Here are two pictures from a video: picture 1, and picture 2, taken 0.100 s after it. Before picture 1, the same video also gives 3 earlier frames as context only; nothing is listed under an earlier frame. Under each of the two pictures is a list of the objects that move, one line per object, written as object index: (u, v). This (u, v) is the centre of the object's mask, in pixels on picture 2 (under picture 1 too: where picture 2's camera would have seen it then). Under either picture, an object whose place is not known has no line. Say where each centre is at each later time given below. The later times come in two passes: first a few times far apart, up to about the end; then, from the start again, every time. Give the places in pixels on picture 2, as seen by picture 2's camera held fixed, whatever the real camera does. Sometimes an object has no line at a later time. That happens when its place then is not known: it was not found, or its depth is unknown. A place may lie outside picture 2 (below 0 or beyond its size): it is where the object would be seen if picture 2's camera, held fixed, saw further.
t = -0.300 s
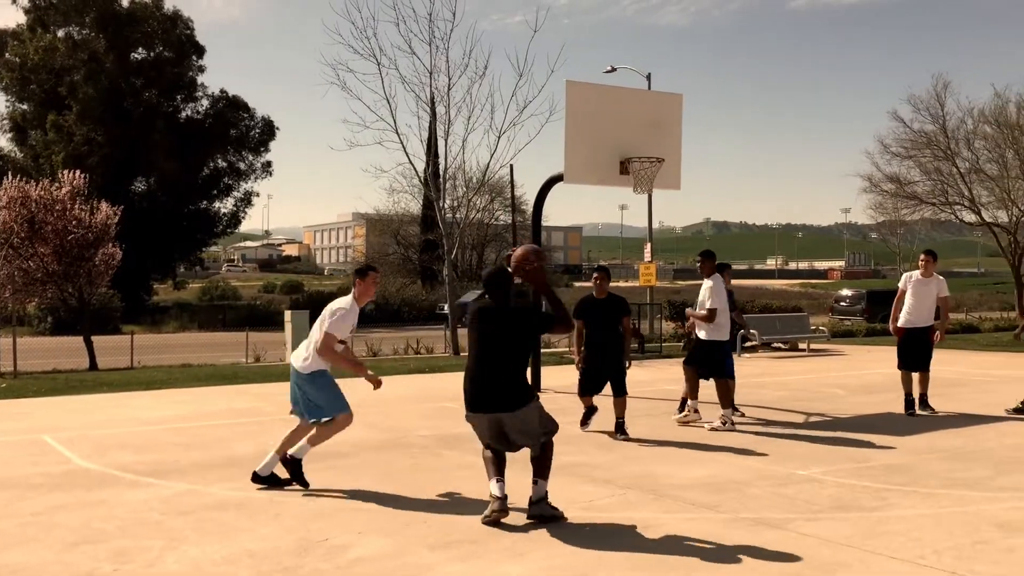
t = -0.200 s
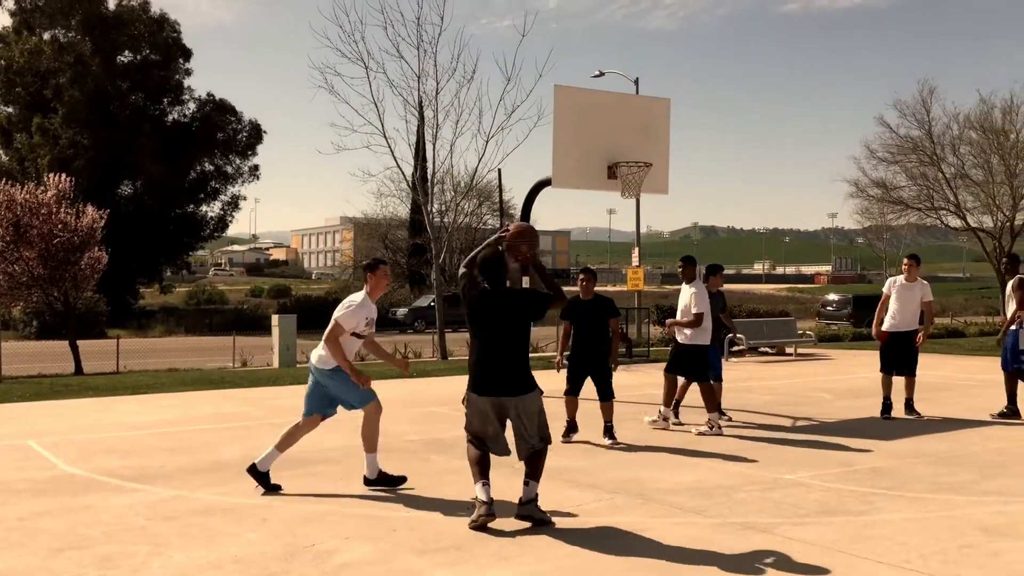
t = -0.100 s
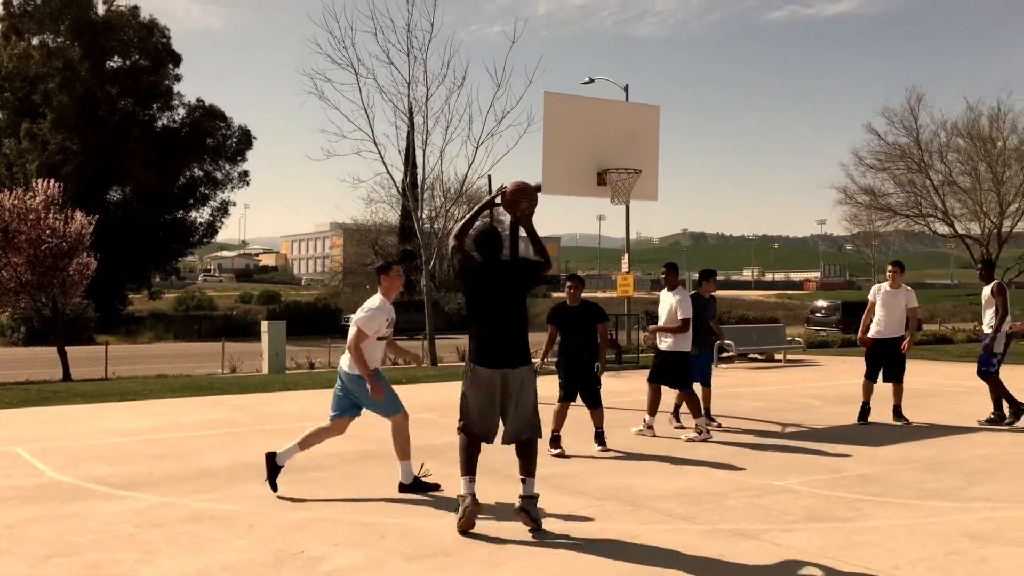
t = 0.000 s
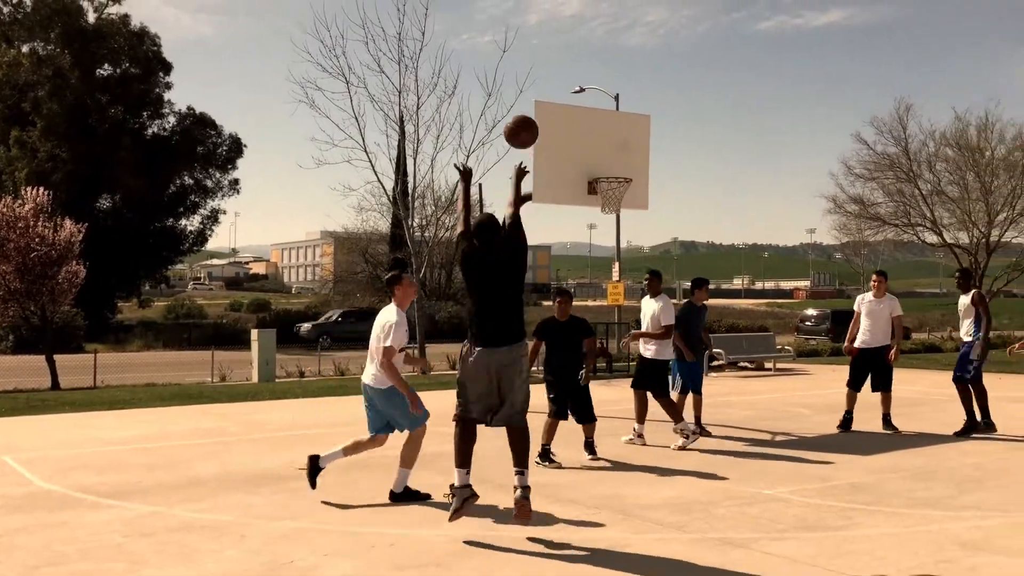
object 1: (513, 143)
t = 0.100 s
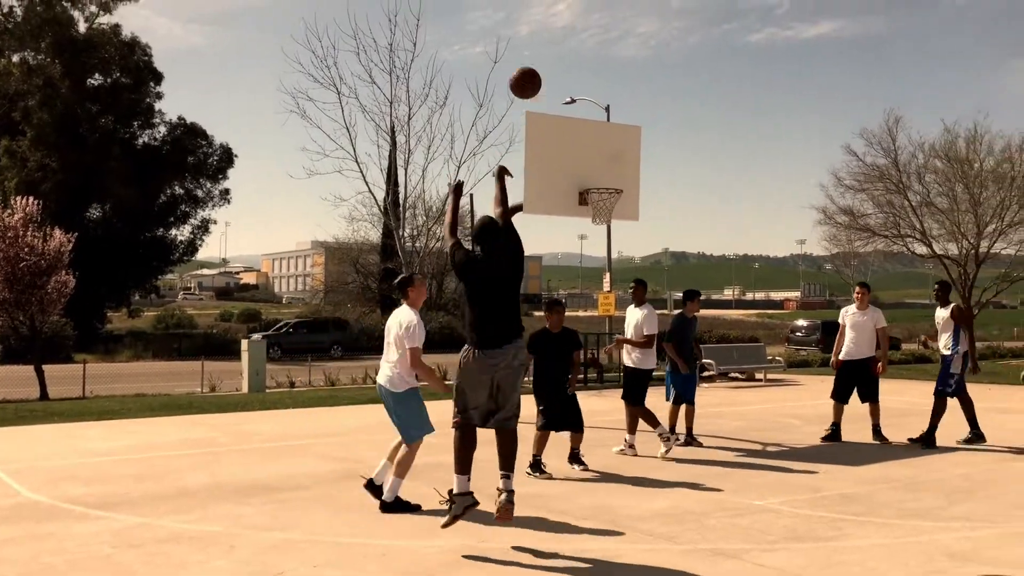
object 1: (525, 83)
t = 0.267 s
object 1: (543, 25)
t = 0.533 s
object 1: (564, 13)
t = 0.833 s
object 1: (581, 80)
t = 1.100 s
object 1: (591, 183)
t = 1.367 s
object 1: (645, 143)
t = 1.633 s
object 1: (697, 151)
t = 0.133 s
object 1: (529, 68)
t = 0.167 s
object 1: (533, 54)
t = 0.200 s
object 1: (536, 43)
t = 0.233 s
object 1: (539, 33)
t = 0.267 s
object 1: (543, 25)
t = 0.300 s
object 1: (546, 19)
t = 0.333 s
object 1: (548, 14)
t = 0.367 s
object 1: (551, 11)
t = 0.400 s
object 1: (554, 9)
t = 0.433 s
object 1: (557, 8)
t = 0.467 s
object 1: (559, 9)
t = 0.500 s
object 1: (562, 11)
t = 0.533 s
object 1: (564, 13)
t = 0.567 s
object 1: (566, 17)
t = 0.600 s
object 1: (568, 22)
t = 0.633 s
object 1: (570, 28)
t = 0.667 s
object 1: (573, 35)
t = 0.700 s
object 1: (574, 42)
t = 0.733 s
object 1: (576, 51)
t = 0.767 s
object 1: (577, 60)
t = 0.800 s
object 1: (579, 69)
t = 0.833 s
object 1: (581, 80)
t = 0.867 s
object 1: (582, 91)
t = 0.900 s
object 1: (584, 103)
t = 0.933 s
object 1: (585, 115)
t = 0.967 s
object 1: (587, 127)
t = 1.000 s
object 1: (588, 141)
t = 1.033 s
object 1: (589, 155)
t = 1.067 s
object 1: (590, 169)
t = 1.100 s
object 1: (591, 183)
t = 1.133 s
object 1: (600, 180)
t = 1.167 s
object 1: (606, 173)
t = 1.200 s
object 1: (613, 166)
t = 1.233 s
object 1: (619, 160)
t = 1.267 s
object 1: (626, 155)
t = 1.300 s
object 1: (632, 150)
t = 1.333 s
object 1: (639, 146)
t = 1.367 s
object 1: (645, 143)
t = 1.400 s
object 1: (652, 141)
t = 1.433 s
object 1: (659, 140)
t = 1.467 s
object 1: (665, 140)
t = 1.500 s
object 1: (671, 140)
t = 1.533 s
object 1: (678, 142)
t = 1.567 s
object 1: (684, 144)
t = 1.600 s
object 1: (691, 147)
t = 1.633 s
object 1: (697, 151)
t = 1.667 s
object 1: (704, 156)
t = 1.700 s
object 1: (710, 162)
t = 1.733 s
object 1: (716, 169)
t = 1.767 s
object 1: (722, 176)
